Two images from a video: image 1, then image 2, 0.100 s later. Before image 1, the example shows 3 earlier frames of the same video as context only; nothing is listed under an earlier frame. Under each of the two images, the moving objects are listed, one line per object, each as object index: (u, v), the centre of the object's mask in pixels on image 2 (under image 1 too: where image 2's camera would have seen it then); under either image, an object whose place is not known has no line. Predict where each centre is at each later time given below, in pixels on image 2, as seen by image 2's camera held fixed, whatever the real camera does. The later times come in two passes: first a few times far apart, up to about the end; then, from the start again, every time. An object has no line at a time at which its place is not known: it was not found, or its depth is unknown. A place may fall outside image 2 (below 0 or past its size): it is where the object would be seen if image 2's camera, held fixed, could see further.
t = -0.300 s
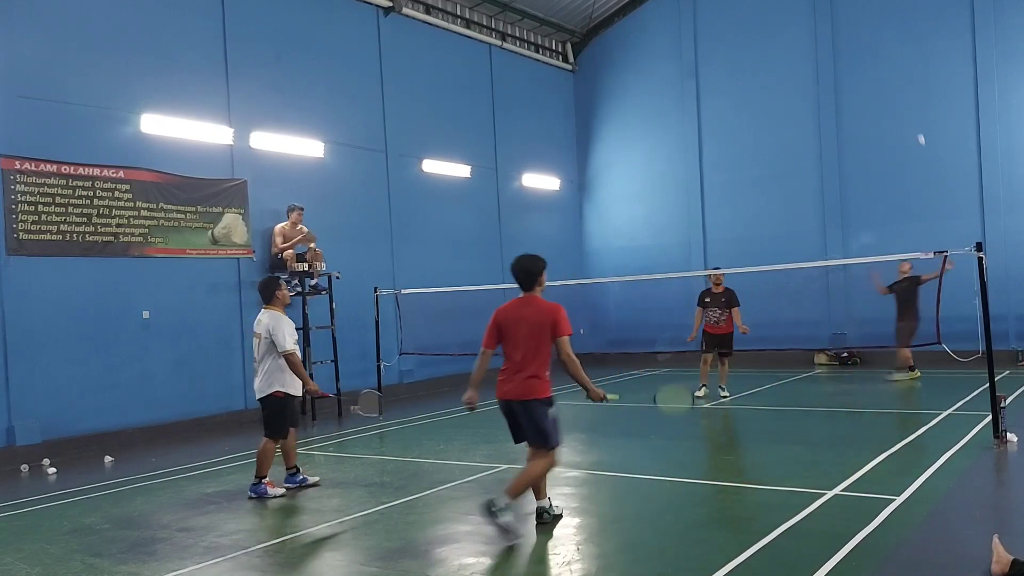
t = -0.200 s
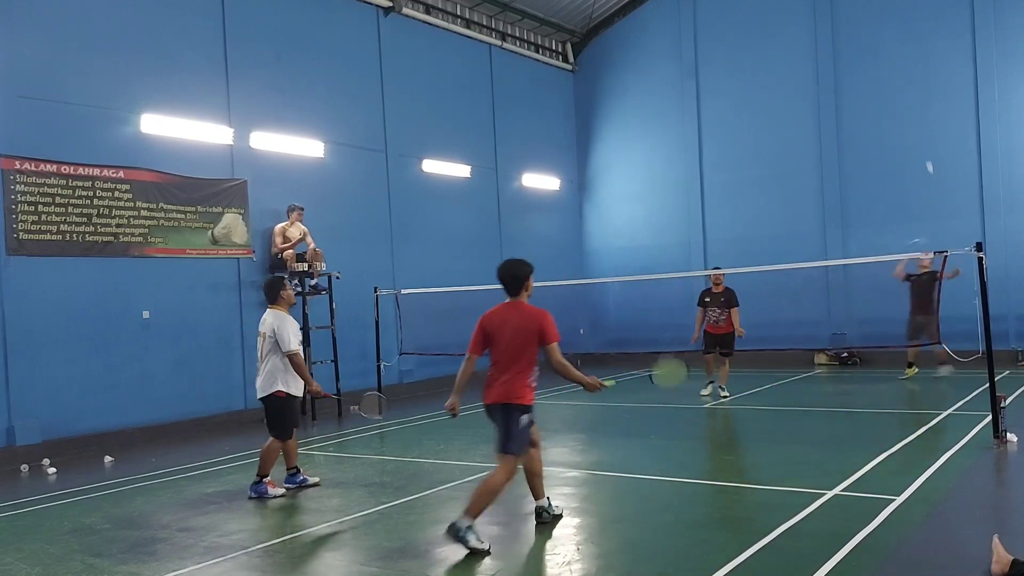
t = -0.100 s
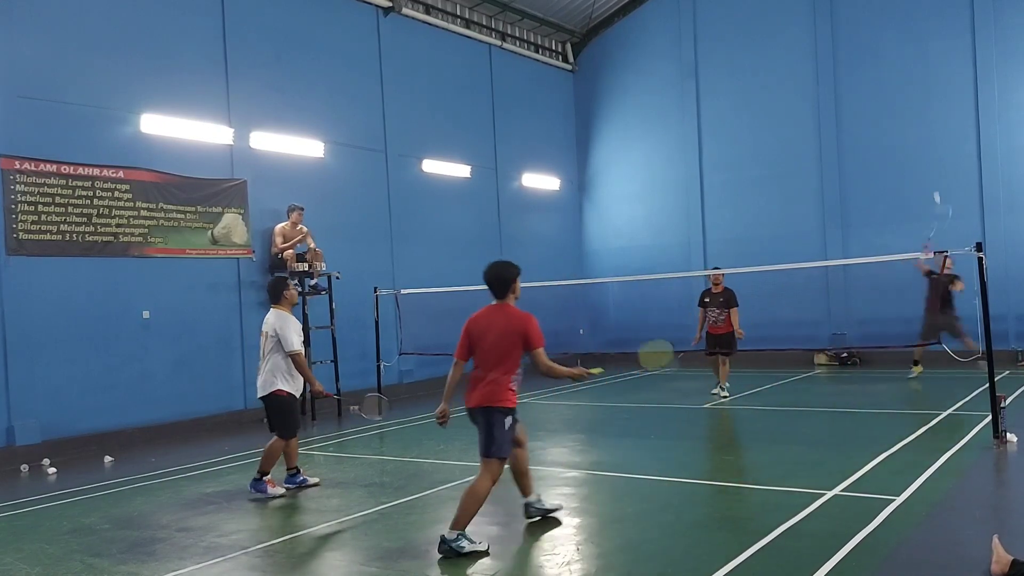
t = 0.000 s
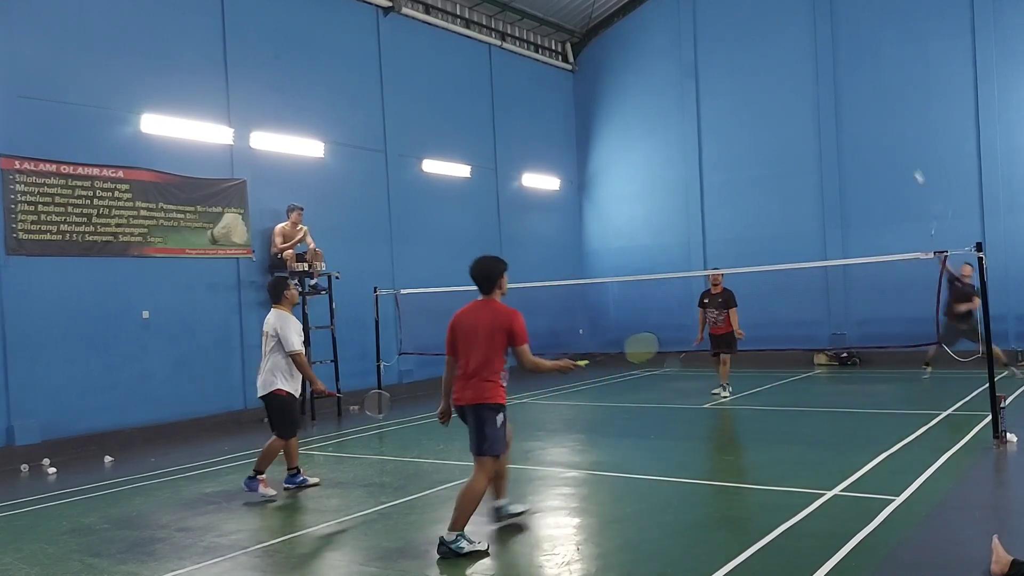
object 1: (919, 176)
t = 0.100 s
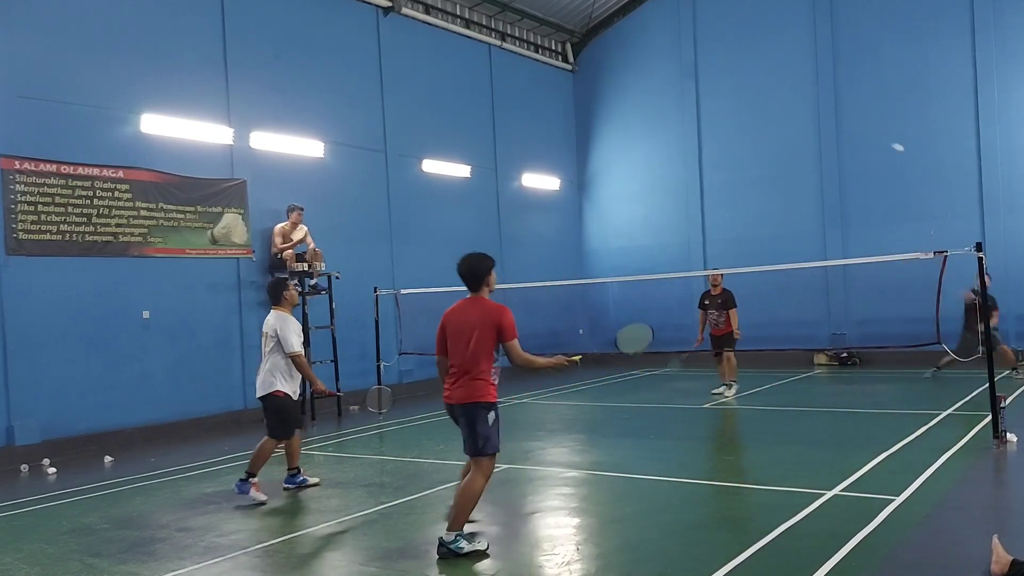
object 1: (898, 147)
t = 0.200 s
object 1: (873, 133)
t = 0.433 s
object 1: (827, 126)
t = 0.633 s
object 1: (791, 161)
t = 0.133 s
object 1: (888, 142)
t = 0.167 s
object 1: (880, 137)
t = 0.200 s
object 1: (873, 133)
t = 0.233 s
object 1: (866, 129)
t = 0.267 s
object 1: (860, 126)
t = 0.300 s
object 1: (854, 124)
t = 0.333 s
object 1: (847, 123)
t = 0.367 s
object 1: (840, 123)
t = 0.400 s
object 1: (834, 124)
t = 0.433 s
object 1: (827, 126)
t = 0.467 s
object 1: (821, 129)
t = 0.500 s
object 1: (815, 133)
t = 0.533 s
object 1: (809, 139)
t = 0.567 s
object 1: (803, 145)
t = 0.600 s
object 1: (797, 152)
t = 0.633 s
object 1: (791, 161)
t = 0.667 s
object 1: (785, 169)
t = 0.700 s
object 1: (780, 179)
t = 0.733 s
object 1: (774, 191)
